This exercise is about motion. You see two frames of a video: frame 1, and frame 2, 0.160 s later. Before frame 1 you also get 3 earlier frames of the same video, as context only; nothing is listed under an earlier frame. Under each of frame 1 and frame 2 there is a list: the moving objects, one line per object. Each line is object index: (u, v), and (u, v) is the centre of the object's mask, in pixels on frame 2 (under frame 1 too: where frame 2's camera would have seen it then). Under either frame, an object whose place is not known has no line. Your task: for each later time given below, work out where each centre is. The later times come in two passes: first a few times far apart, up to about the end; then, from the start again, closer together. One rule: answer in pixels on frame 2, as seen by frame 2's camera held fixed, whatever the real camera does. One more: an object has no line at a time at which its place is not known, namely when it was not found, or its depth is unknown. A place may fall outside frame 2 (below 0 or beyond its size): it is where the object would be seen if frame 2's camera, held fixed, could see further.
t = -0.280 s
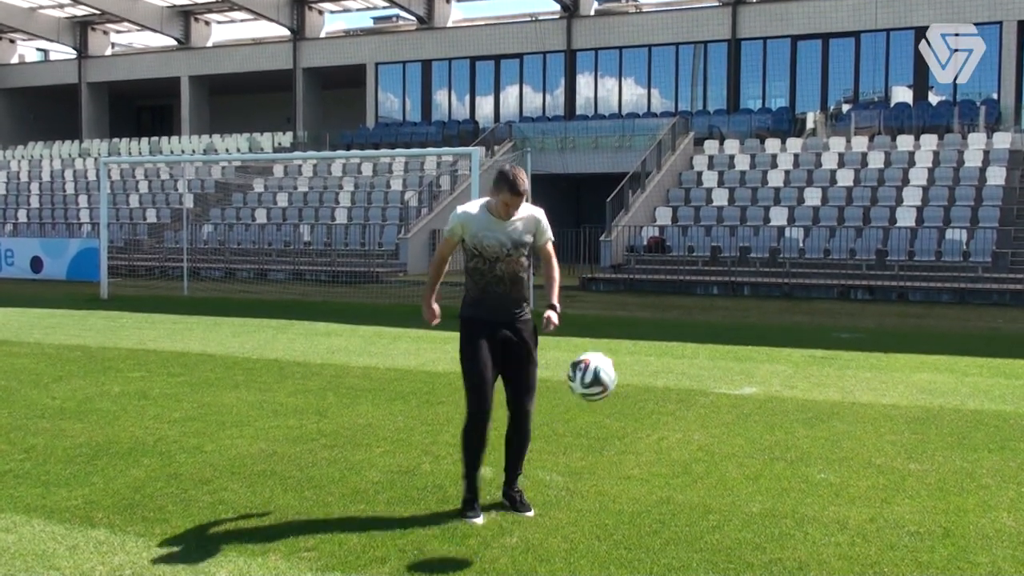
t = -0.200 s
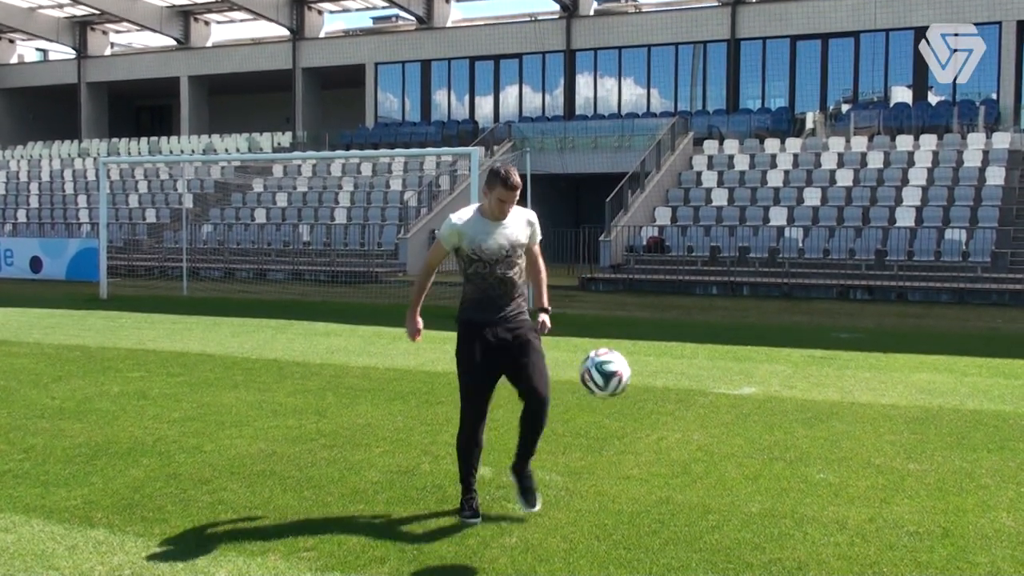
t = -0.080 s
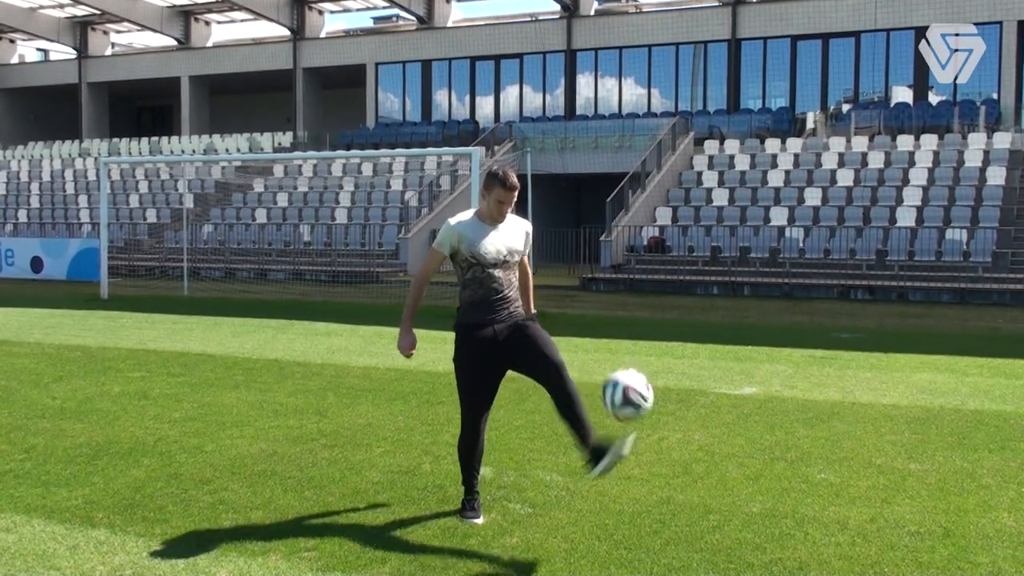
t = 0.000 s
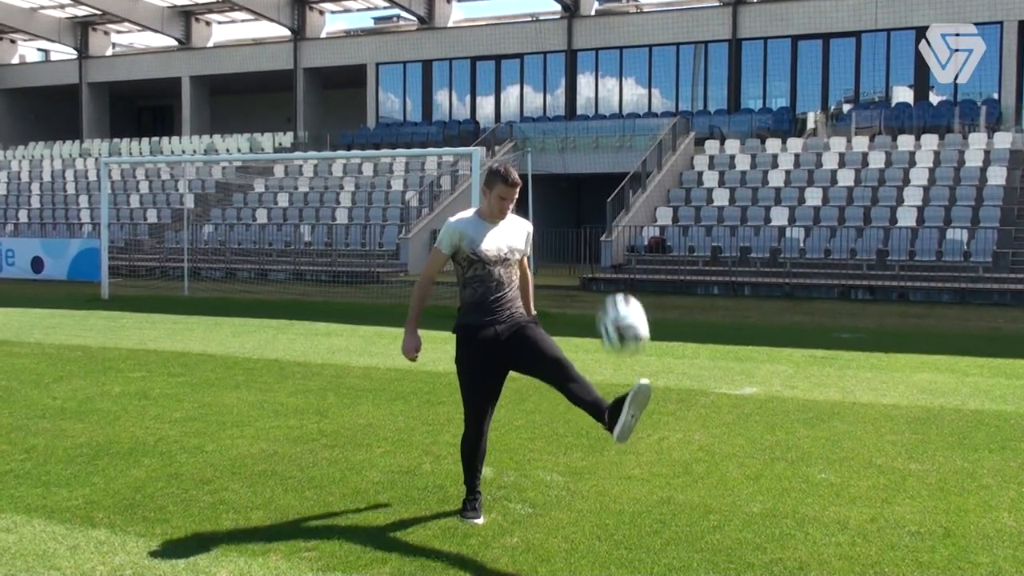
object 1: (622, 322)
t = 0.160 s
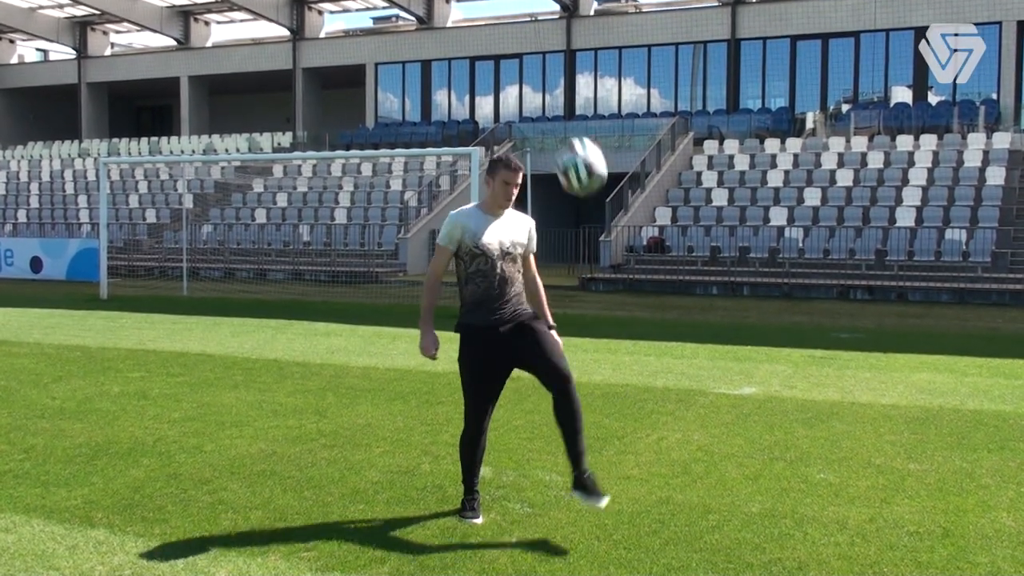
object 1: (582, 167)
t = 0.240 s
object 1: (563, 109)
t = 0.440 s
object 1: (517, 33)
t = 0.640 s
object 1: (477, 40)
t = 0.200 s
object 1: (572, 135)
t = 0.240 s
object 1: (563, 109)
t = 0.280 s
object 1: (553, 86)
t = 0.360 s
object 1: (534, 52)
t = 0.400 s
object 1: (526, 41)
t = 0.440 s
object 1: (517, 33)
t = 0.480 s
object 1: (509, 28)
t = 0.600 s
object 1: (485, 33)
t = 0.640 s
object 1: (477, 40)
